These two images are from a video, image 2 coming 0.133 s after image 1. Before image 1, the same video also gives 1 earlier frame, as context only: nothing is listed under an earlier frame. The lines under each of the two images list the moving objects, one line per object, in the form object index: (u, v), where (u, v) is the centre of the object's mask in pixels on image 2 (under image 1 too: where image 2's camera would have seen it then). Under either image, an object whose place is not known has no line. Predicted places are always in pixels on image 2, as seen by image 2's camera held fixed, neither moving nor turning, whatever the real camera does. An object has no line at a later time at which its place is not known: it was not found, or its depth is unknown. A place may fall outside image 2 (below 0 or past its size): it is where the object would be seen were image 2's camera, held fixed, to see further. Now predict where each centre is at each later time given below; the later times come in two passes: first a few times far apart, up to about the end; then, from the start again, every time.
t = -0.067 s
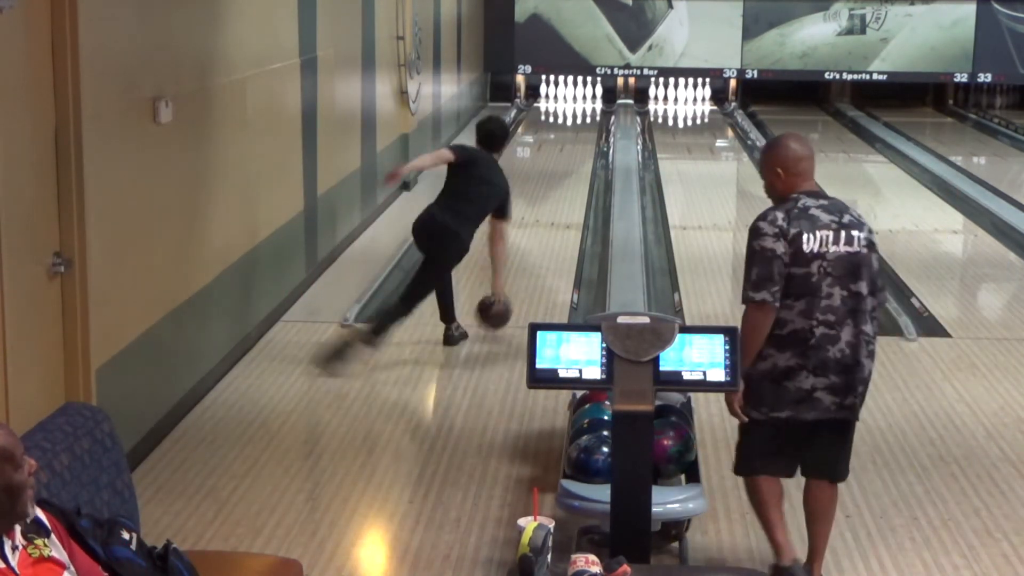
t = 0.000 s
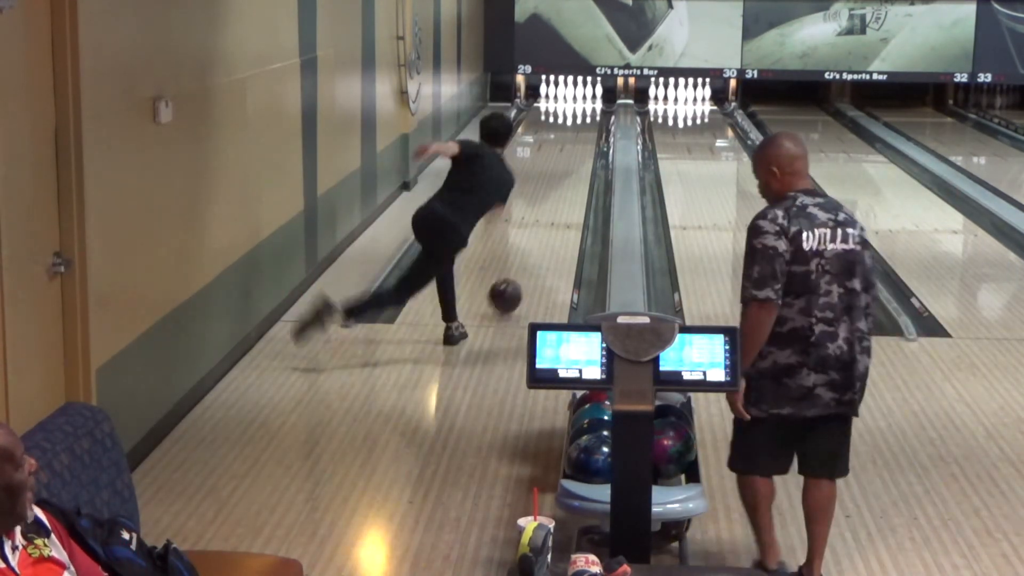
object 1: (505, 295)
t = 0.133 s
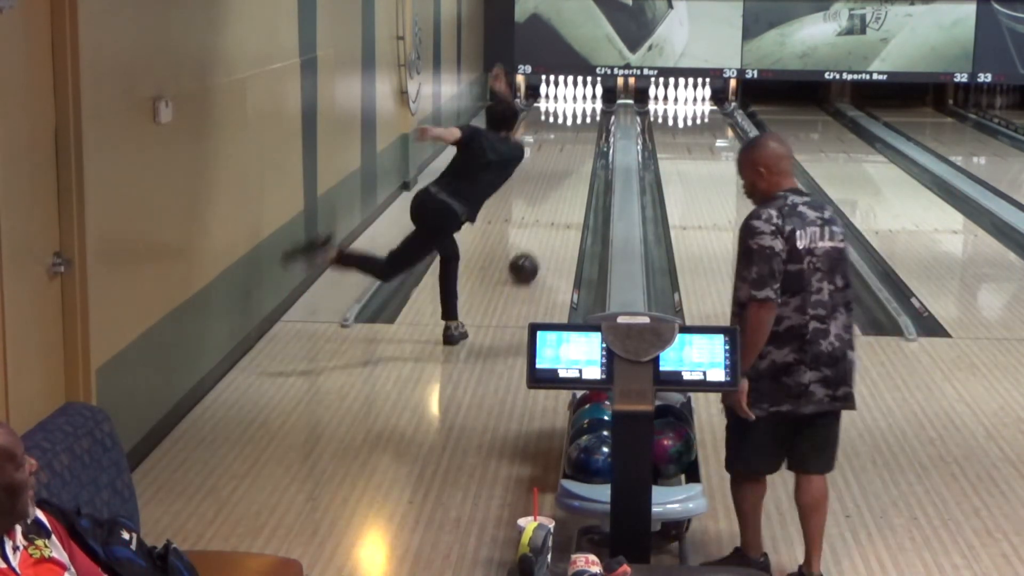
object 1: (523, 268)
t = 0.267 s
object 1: (538, 241)
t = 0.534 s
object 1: (560, 200)
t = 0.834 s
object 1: (576, 164)
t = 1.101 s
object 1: (583, 144)
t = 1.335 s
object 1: (587, 128)
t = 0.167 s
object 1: (528, 261)
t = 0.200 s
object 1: (531, 254)
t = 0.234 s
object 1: (535, 248)
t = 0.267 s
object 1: (538, 241)
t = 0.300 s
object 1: (541, 235)
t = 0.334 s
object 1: (545, 229)
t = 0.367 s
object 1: (547, 224)
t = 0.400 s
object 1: (550, 219)
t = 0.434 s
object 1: (553, 213)
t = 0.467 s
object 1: (555, 209)
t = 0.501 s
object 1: (558, 204)
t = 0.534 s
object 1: (560, 200)
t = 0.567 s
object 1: (562, 195)
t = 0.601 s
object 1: (564, 191)
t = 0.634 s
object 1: (566, 187)
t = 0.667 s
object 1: (568, 183)
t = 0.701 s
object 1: (570, 179)
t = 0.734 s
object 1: (571, 176)
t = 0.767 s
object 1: (573, 173)
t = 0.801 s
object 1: (575, 169)
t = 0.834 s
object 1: (576, 164)
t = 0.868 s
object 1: (577, 163)
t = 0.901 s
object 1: (578, 160)
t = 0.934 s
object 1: (579, 157)
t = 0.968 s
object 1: (580, 154)
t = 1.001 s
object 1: (581, 151)
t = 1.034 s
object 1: (582, 149)
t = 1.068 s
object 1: (583, 146)
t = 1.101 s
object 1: (583, 144)
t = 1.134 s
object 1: (584, 141)
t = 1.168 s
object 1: (585, 139)
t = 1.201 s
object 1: (585, 137)
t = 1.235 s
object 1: (586, 135)
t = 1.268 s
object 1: (586, 132)
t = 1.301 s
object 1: (587, 131)
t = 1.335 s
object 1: (587, 128)
